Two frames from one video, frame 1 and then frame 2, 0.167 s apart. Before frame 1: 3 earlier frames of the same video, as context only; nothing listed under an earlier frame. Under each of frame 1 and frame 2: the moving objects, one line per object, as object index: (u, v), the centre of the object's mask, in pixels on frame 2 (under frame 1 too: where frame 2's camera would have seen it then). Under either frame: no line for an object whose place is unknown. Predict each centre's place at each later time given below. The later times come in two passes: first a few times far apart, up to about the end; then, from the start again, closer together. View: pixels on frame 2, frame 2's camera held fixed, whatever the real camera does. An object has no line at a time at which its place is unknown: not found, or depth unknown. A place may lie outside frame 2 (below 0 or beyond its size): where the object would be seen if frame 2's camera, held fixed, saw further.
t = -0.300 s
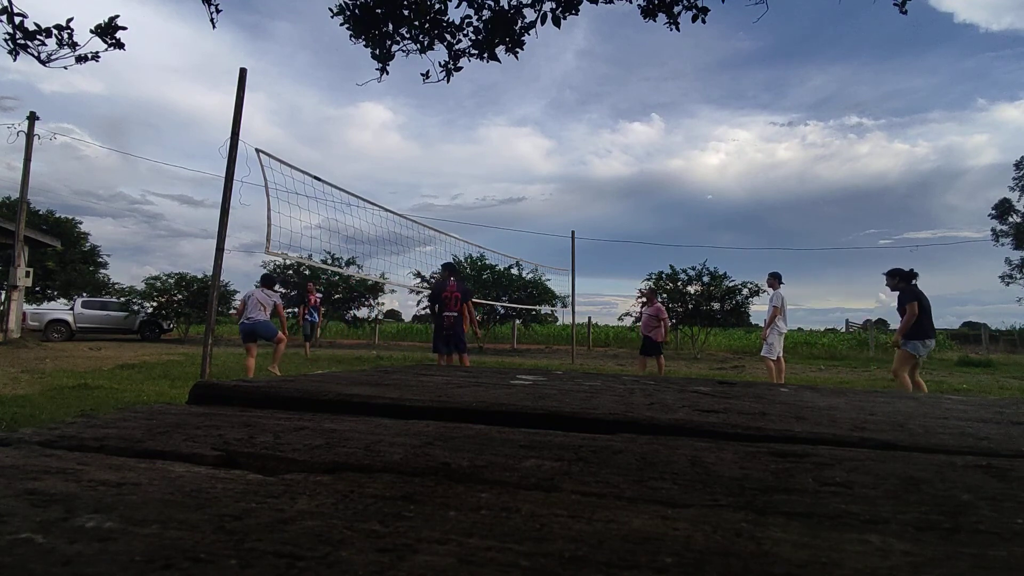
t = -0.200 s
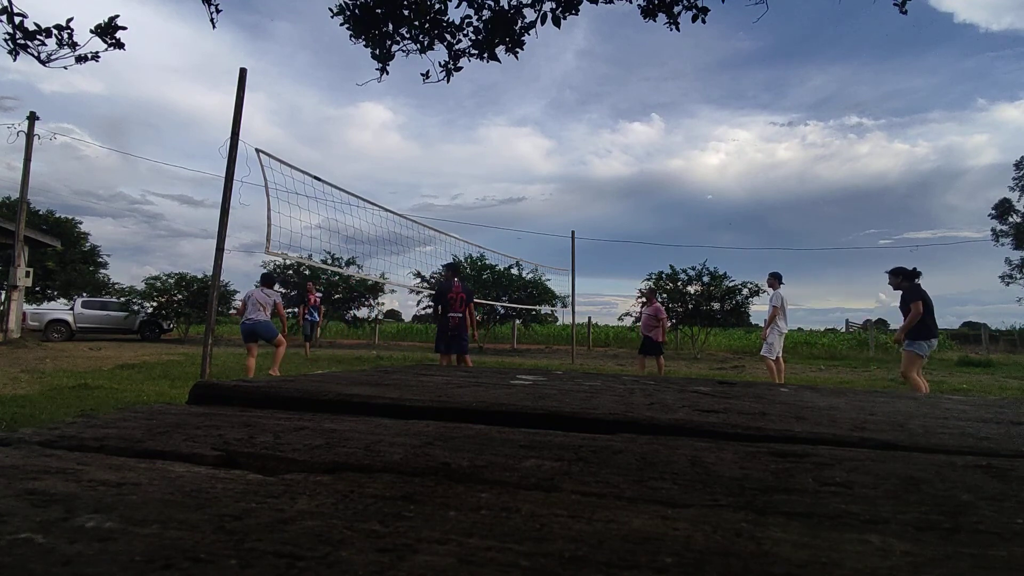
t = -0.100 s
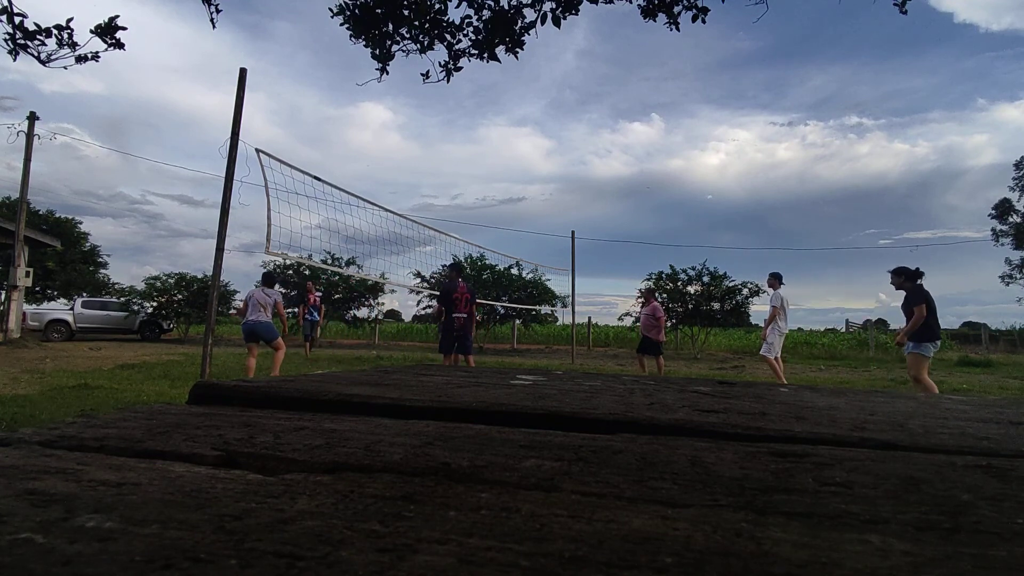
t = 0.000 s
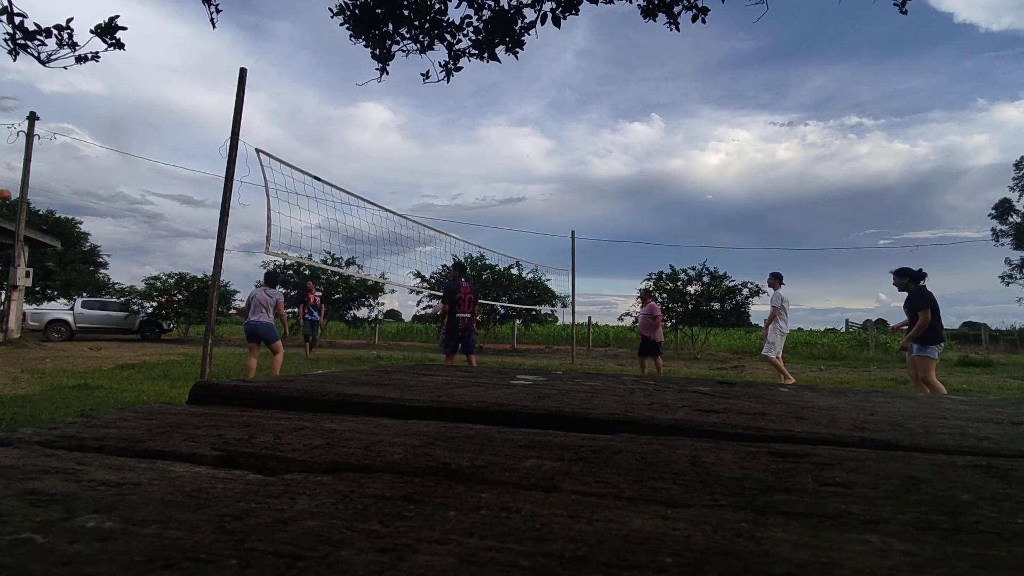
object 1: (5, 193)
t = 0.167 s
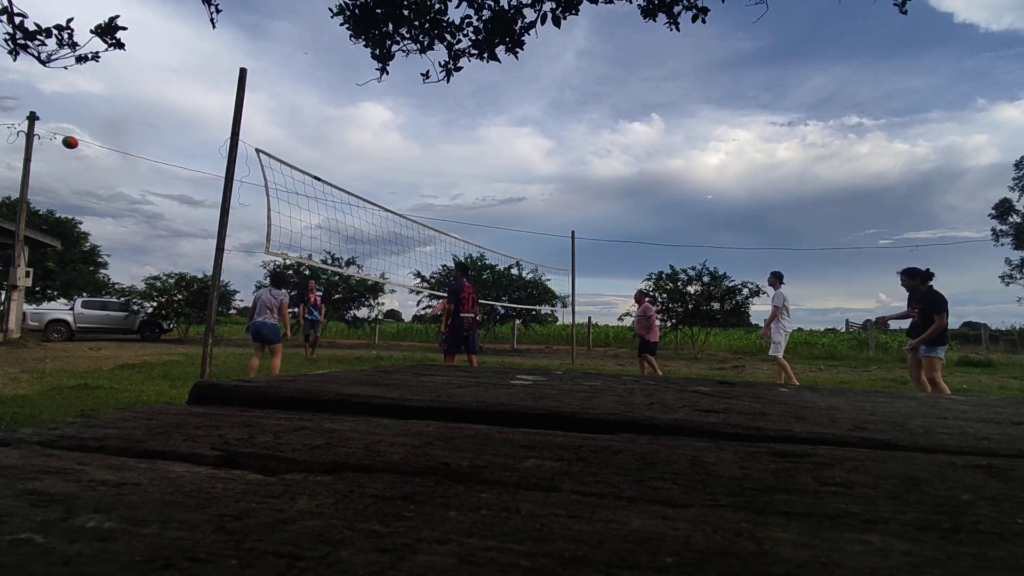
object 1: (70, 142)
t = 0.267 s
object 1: (113, 115)
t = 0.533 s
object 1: (234, 65)
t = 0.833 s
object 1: (406, 67)
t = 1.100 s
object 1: (611, 147)
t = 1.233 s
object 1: (746, 230)
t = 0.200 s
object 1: (84, 133)
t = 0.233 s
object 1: (98, 124)
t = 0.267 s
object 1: (113, 115)
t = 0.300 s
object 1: (127, 107)
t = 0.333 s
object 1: (141, 99)
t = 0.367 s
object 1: (156, 92)
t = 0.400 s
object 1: (171, 86)
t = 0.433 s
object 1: (187, 80)
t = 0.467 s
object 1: (202, 74)
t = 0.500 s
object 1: (218, 70)
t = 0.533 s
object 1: (234, 65)
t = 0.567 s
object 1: (252, 62)
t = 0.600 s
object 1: (269, 60)
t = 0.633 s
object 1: (287, 58)
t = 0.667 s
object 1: (305, 57)
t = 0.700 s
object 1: (324, 57)
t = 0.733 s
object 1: (343, 58)
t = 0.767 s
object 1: (363, 60)
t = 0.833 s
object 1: (406, 67)
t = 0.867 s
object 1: (428, 73)
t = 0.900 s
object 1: (452, 80)
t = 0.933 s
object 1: (475, 87)
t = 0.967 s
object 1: (500, 96)
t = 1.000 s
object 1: (526, 106)
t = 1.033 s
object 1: (553, 118)
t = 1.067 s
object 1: (582, 132)
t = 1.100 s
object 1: (611, 147)
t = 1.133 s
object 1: (642, 165)
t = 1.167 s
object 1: (675, 184)
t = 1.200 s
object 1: (710, 206)
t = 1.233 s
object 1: (746, 230)
